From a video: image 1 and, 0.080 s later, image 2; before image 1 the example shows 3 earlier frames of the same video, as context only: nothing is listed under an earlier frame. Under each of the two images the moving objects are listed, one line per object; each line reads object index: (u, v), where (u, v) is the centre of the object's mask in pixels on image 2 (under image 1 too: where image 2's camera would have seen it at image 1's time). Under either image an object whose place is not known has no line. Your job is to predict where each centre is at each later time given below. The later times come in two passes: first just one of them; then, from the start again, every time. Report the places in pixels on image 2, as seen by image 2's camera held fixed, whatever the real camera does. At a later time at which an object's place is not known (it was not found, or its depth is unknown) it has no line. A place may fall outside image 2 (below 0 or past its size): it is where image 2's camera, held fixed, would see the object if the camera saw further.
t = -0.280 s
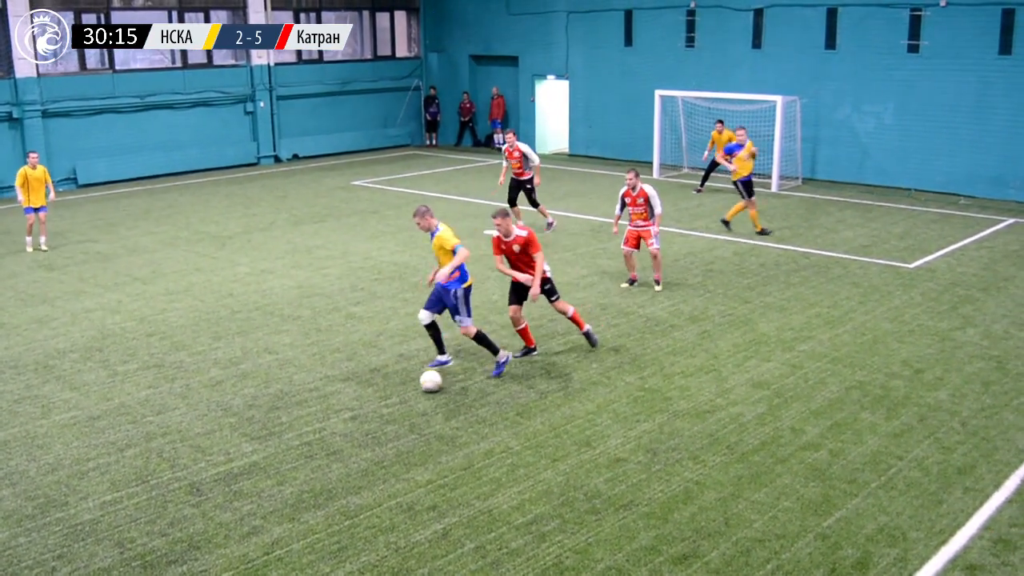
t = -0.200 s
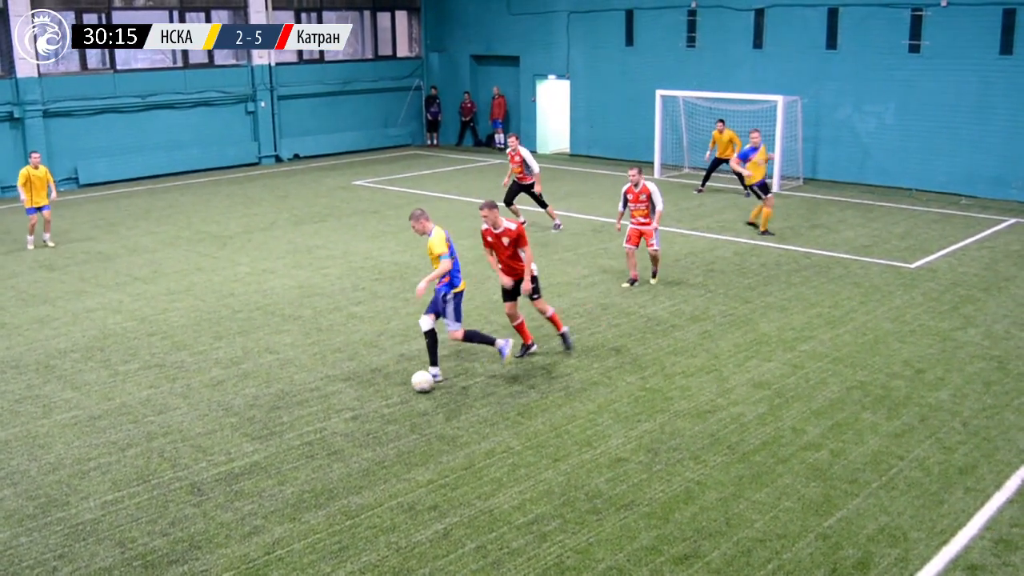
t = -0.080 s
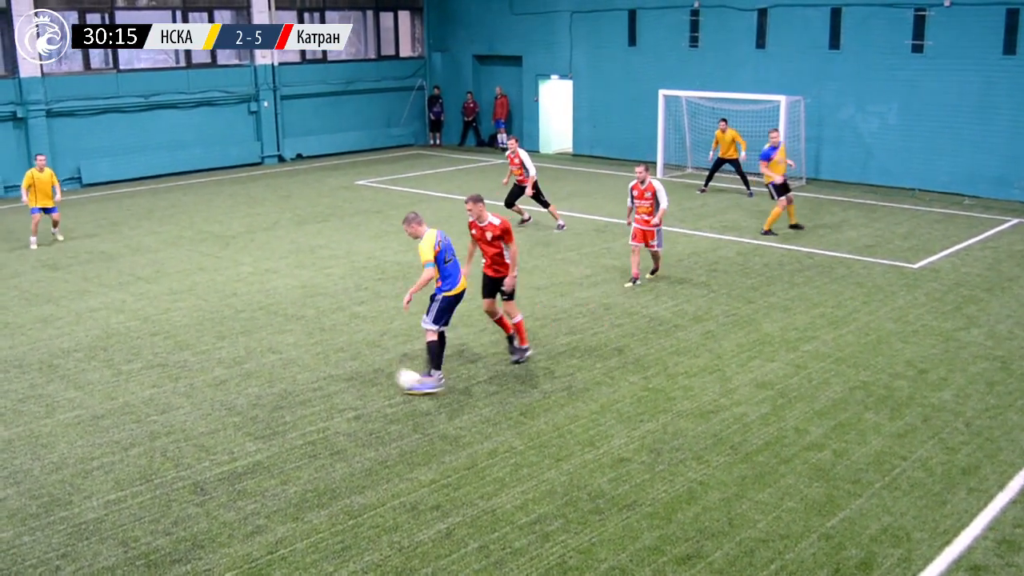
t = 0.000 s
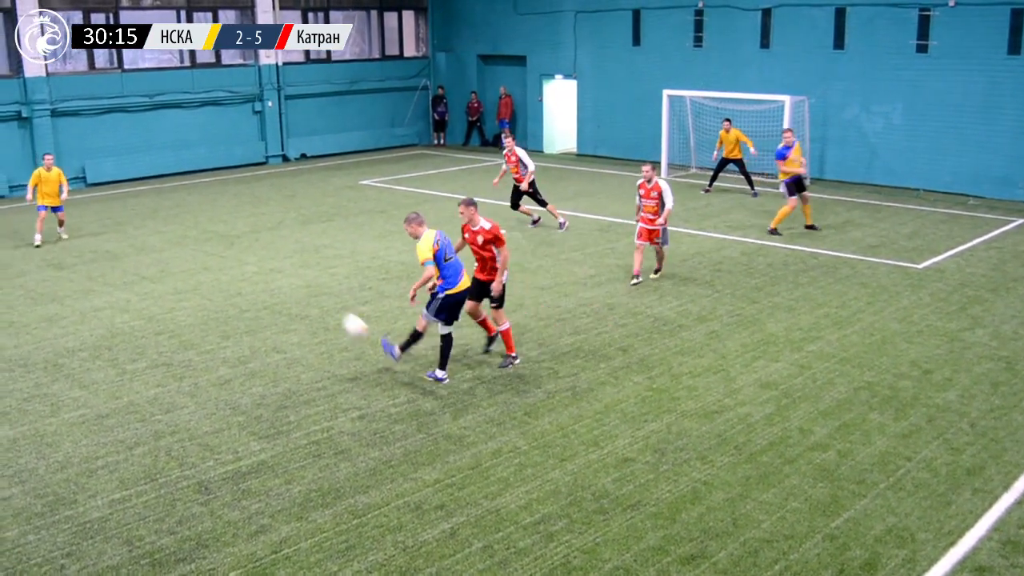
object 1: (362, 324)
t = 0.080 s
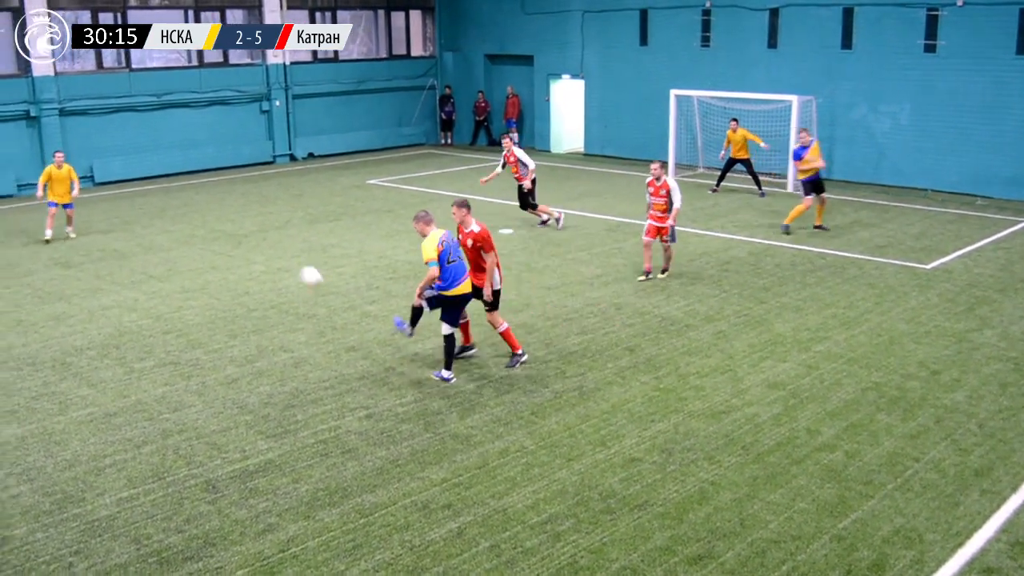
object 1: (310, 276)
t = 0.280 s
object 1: (212, 196)
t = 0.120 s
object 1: (288, 256)
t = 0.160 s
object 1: (267, 237)
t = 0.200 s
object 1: (247, 222)
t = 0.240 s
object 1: (229, 207)
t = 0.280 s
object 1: (212, 196)
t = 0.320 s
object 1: (196, 186)
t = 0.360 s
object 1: (181, 177)
